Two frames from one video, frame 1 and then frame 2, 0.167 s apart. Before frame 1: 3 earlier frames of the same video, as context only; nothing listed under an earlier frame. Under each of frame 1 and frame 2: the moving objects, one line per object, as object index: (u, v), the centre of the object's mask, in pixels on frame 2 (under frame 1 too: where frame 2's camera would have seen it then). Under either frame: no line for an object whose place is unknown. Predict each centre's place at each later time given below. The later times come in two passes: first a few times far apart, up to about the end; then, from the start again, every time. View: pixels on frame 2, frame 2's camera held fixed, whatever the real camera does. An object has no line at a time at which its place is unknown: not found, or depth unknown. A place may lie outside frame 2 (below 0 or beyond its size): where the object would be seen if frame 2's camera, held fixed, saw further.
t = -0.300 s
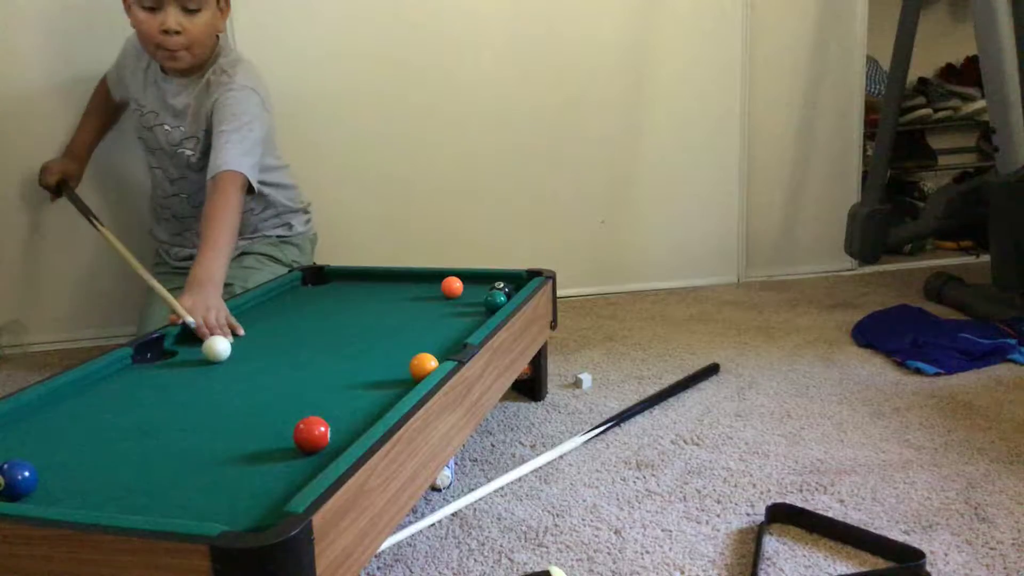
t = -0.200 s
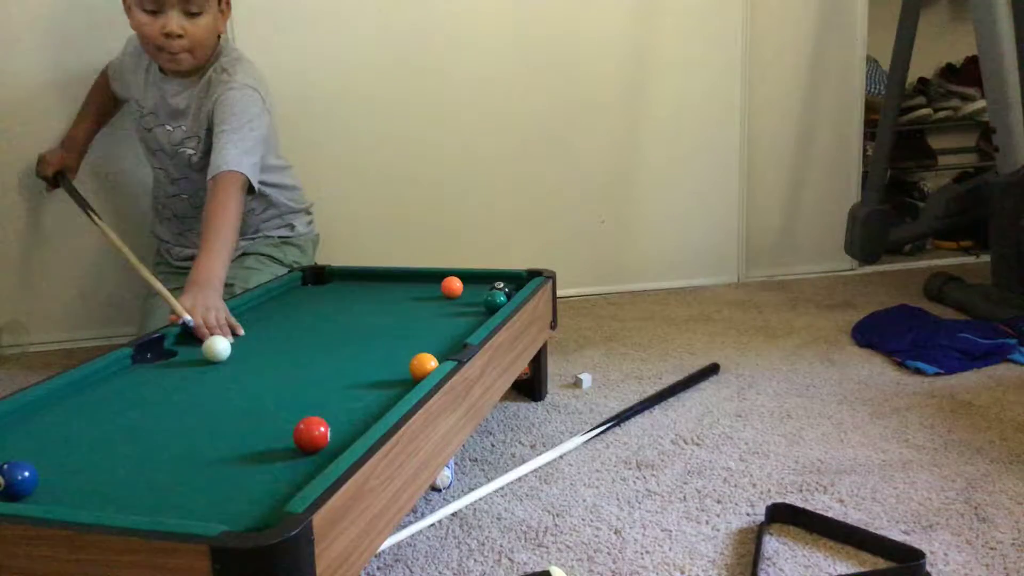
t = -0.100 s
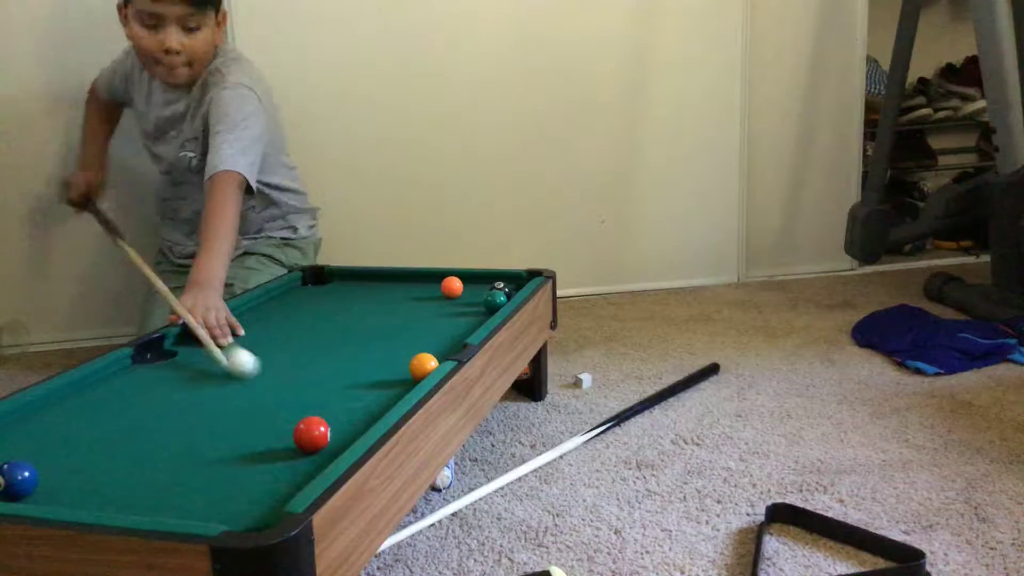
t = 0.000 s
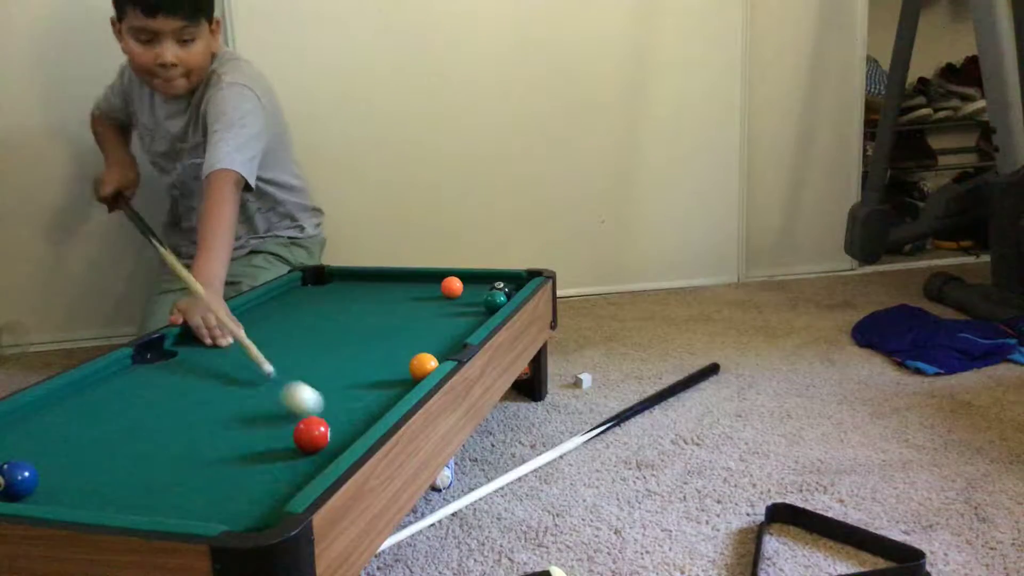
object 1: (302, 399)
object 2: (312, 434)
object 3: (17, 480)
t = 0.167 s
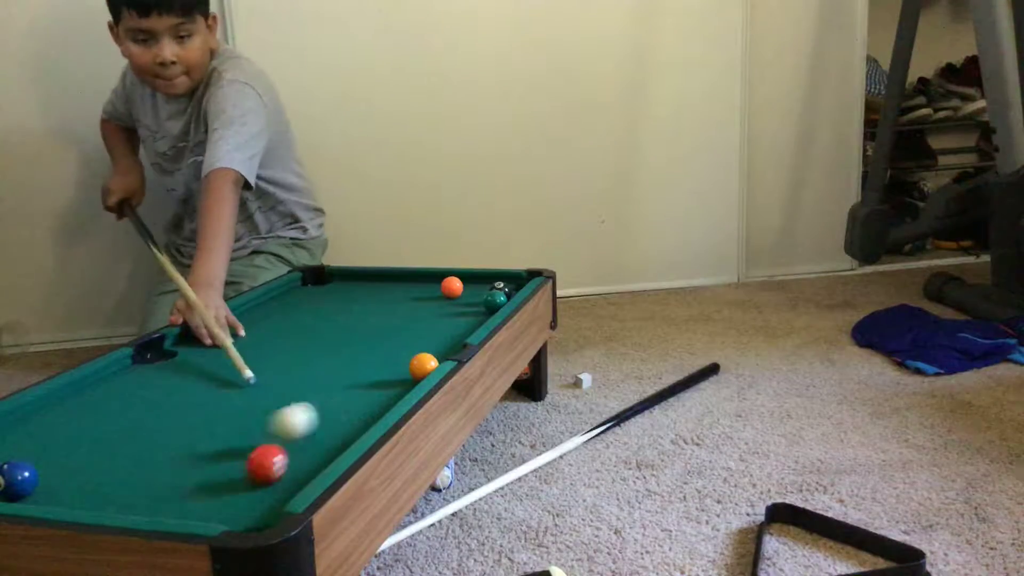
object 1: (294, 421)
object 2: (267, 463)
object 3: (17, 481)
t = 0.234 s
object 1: (245, 435)
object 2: (243, 480)
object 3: (17, 481)
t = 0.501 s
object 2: (211, 499)
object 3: (17, 481)
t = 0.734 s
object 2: (237, 479)
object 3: (7, 489)
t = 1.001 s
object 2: (257, 467)
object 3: (13, 488)
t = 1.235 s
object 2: (265, 462)
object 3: (13, 488)
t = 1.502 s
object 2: (266, 462)
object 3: (13, 489)
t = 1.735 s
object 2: (266, 462)
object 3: (13, 488)
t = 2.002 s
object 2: (266, 462)
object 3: (13, 488)
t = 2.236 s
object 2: (266, 462)
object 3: (13, 488)
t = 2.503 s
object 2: (265, 462)
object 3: (12, 488)
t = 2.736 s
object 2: (266, 462)
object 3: (12, 488)
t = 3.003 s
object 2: (266, 462)
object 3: (12, 488)
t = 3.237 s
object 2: (266, 462)
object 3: (12, 488)
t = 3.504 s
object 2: (266, 462)
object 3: (12, 489)
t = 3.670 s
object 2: (266, 462)
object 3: (13, 489)
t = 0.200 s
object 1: (268, 431)
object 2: (256, 471)
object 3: (17, 481)
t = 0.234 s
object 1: (245, 435)
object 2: (243, 480)
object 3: (17, 481)
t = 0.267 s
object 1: (223, 439)
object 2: (231, 488)
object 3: (17, 481)
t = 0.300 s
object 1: (202, 442)
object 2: (219, 496)
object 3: (17, 481)
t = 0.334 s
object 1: (180, 446)
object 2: (207, 503)
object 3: (17, 481)
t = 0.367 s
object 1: (158, 450)
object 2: (195, 507)
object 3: (17, 481)
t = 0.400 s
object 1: (137, 454)
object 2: (197, 507)
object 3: (17, 481)
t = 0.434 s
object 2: (202, 504)
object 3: (17, 481)
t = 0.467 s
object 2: (207, 502)
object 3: (17, 481)
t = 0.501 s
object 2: (211, 499)
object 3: (17, 481)
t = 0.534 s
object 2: (215, 496)
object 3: (15, 481)
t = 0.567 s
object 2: (219, 492)
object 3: (10, 483)
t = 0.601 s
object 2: (223, 489)
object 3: (9, 485)
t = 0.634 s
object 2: (227, 487)
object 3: (8, 487)
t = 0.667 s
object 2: (231, 484)
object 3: (7, 488)
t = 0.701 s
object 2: (234, 482)
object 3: (6, 490)
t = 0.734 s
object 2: (237, 479)
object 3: (7, 489)
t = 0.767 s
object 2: (240, 477)
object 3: (8, 489)
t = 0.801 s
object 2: (243, 475)
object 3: (9, 489)
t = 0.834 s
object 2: (246, 474)
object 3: (10, 488)
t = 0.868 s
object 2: (249, 472)
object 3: (11, 488)
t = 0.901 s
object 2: (251, 471)
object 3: (12, 488)
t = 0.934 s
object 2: (253, 469)
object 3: (12, 488)
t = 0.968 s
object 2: (255, 468)
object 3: (13, 488)
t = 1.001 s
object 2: (257, 467)
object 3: (13, 488)
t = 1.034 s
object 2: (258, 465)
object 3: (13, 488)
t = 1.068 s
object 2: (260, 465)
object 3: (13, 489)
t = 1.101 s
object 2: (261, 464)
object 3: (13, 489)
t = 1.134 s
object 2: (262, 463)
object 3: (13, 488)
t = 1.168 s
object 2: (263, 462)
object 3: (13, 489)
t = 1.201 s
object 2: (264, 462)
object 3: (13, 489)
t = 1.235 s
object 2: (265, 462)
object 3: (13, 488)
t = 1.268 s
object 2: (265, 462)
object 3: (13, 489)
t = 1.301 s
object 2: (266, 462)
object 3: (13, 489)
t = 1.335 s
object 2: (266, 462)
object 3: (13, 489)
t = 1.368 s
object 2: (266, 462)
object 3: (13, 488)
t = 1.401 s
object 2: (266, 462)
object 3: (12, 488)
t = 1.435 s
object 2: (266, 462)
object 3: (13, 488)
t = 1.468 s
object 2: (266, 462)
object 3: (13, 488)
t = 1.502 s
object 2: (266, 462)
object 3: (13, 489)
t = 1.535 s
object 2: (266, 462)
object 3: (13, 489)
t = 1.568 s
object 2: (266, 462)
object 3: (13, 489)
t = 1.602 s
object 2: (266, 462)
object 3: (13, 489)
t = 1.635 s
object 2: (266, 462)
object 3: (13, 488)
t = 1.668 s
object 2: (266, 462)
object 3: (13, 488)
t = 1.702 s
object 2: (266, 462)
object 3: (13, 489)
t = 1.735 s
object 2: (266, 462)
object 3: (13, 488)
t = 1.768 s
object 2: (266, 462)
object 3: (13, 489)
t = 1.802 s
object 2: (266, 462)
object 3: (13, 488)
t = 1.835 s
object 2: (266, 462)
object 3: (13, 488)
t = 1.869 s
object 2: (266, 462)
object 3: (13, 489)
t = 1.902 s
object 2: (266, 462)
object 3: (13, 488)
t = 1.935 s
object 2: (266, 462)
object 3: (13, 488)
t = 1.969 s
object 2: (266, 462)
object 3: (13, 488)
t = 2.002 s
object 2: (266, 462)
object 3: (13, 488)
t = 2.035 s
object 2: (266, 462)
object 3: (13, 488)
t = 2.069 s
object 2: (266, 462)
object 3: (13, 488)
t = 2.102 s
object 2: (266, 462)
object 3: (13, 488)
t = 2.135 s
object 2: (266, 462)
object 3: (13, 488)
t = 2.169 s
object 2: (266, 462)
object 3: (13, 488)
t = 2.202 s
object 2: (266, 462)
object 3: (13, 488)
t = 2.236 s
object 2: (266, 462)
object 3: (13, 488)
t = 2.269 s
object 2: (266, 462)
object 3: (13, 488)
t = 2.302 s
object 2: (266, 462)
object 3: (13, 488)
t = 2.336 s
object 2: (266, 462)
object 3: (13, 488)
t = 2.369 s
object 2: (266, 462)
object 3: (13, 488)
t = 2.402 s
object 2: (266, 462)
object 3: (13, 488)
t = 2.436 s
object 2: (266, 462)
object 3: (12, 488)
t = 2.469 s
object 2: (265, 462)
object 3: (12, 488)
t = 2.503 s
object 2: (265, 462)
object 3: (12, 488)
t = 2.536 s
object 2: (265, 462)
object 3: (12, 488)
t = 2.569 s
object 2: (265, 462)
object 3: (12, 488)
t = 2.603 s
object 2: (266, 462)
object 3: (12, 488)
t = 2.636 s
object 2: (265, 462)
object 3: (12, 488)
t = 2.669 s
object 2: (266, 462)
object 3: (12, 488)
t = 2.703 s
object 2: (266, 462)
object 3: (12, 488)
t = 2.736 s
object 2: (266, 462)
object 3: (12, 488)
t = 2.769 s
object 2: (265, 462)
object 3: (12, 488)
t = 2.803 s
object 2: (266, 462)
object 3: (12, 488)
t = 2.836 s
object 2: (266, 462)
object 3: (12, 488)
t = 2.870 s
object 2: (266, 462)
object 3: (12, 488)
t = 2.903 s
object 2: (266, 462)
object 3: (12, 488)
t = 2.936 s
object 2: (266, 462)
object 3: (12, 488)
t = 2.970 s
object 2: (266, 462)
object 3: (12, 488)
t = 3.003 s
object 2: (266, 462)
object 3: (12, 488)
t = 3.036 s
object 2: (266, 462)
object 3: (12, 488)
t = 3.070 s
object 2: (266, 462)
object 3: (12, 488)
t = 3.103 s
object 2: (266, 462)
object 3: (12, 488)
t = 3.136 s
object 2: (266, 462)
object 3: (12, 488)
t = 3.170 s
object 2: (266, 462)
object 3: (12, 488)
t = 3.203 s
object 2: (266, 462)
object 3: (12, 488)
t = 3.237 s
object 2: (266, 462)
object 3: (12, 488)
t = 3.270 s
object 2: (266, 462)
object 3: (12, 488)
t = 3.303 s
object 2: (266, 462)
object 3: (12, 489)
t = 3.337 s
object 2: (266, 462)
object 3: (12, 488)
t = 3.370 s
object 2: (266, 462)
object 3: (12, 489)
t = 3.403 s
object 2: (266, 462)
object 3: (12, 489)
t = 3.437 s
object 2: (266, 462)
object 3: (12, 489)
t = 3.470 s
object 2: (266, 462)
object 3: (12, 488)
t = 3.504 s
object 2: (266, 462)
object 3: (12, 489)
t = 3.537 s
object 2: (266, 462)
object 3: (13, 488)
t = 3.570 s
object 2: (266, 462)
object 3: (12, 489)
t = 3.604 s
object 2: (266, 462)
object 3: (13, 489)
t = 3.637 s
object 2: (266, 462)
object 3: (13, 489)
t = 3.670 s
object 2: (266, 462)
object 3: (13, 489)
